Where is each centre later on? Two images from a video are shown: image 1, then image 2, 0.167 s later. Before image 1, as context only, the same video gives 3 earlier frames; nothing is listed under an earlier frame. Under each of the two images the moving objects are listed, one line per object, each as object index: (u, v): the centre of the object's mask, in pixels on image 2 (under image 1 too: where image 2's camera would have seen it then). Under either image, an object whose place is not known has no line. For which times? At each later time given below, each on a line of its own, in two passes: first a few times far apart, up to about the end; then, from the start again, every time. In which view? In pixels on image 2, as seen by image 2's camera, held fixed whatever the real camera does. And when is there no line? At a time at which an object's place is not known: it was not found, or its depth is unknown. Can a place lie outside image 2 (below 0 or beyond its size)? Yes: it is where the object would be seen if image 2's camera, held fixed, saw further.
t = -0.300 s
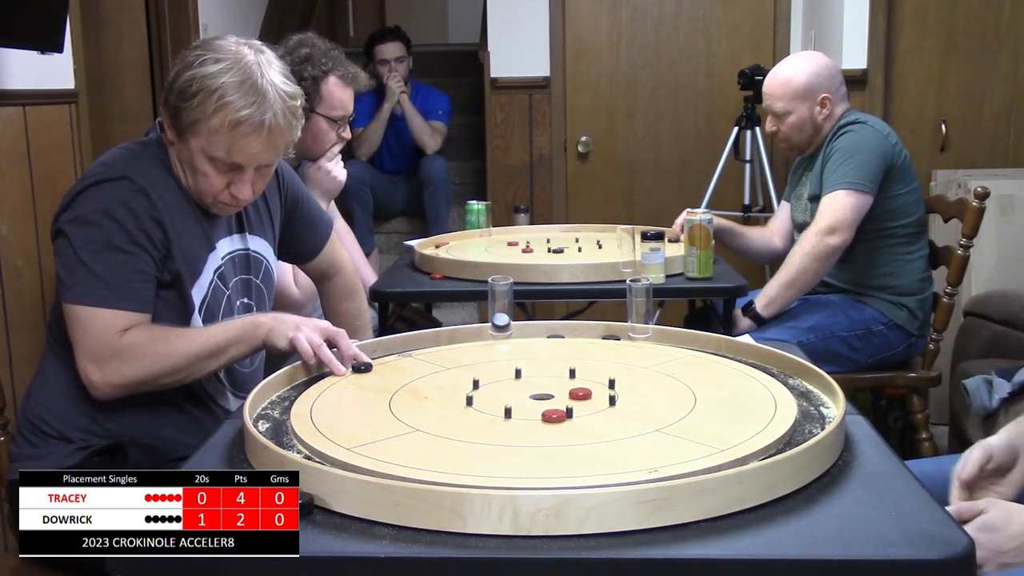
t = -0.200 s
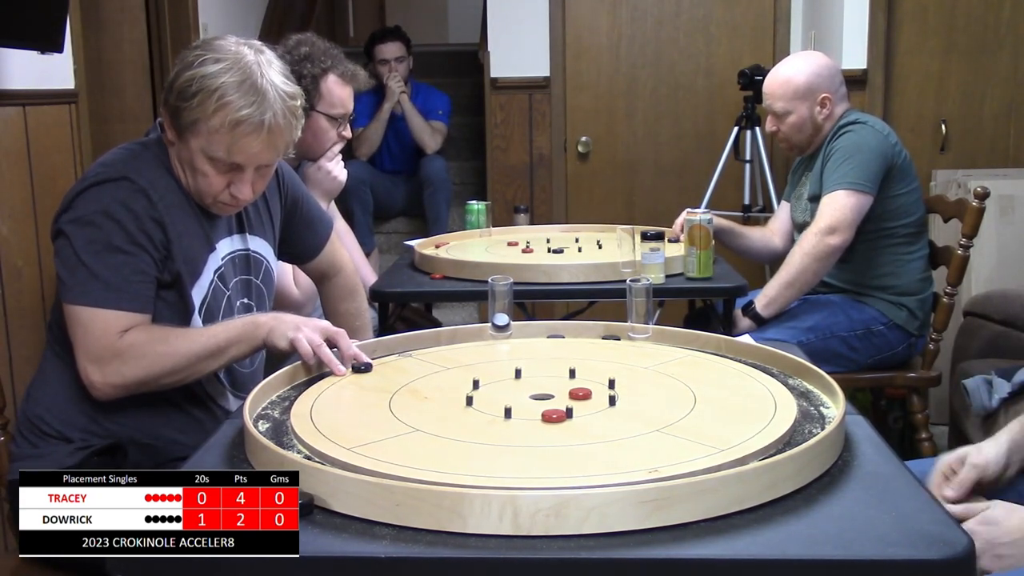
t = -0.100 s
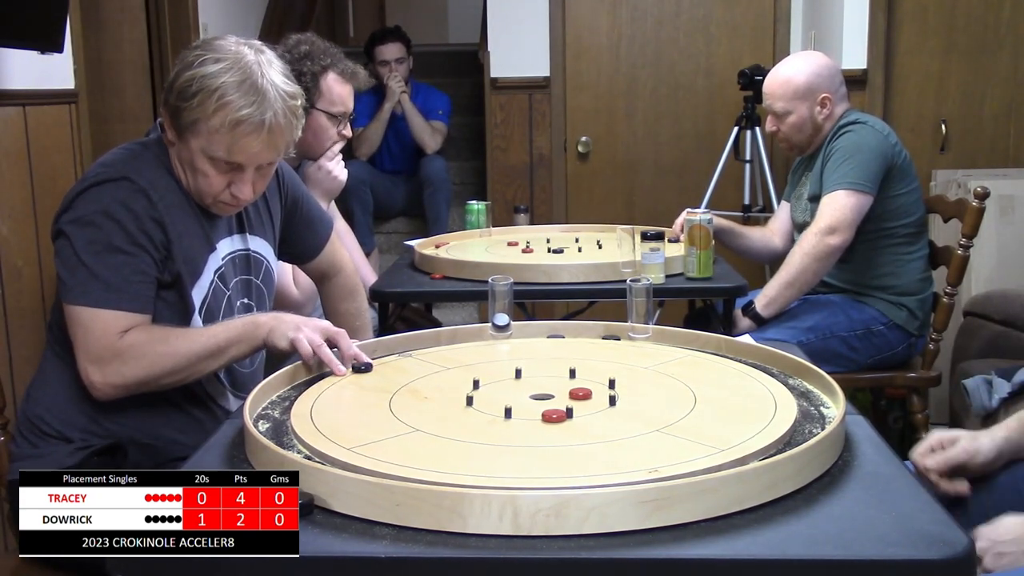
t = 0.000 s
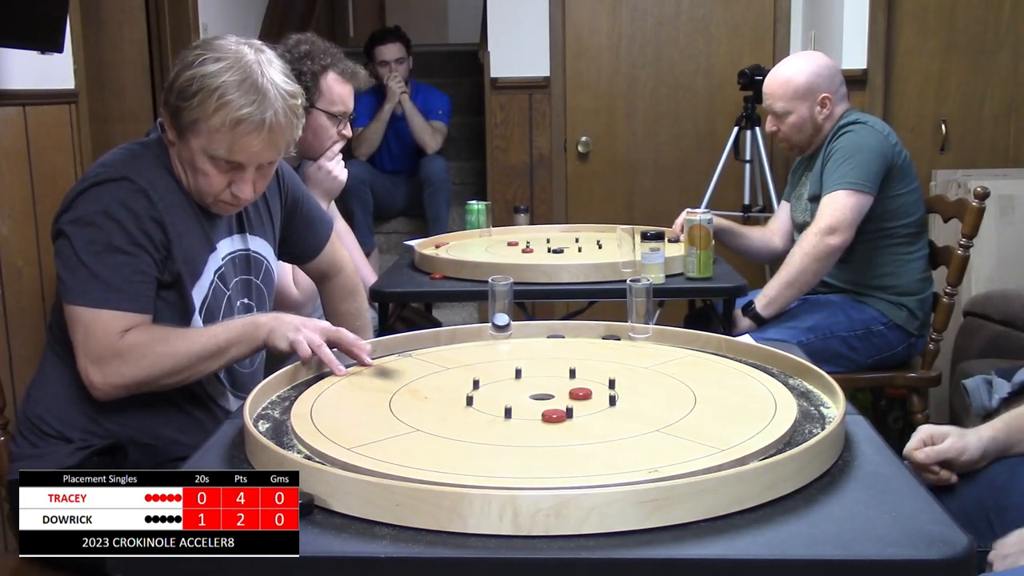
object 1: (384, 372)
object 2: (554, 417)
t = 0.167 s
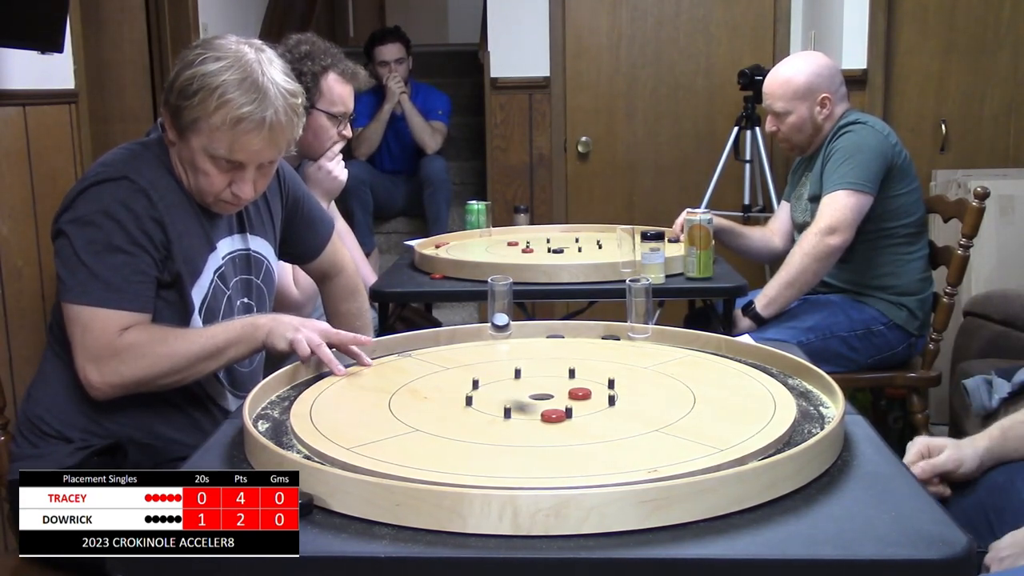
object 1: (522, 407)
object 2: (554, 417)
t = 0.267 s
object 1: (549, 410)
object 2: (561, 435)
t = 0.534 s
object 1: (555, 409)
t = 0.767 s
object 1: (555, 410)
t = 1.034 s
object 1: (555, 410)
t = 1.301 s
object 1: (555, 410)
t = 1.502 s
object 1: (555, 410)
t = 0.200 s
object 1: (539, 410)
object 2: (555, 419)
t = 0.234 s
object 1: (544, 410)
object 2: (558, 427)
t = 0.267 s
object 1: (549, 410)
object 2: (561, 435)
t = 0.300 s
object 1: (552, 409)
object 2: (563, 442)
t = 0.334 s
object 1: (554, 409)
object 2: (566, 450)
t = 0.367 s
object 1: (555, 409)
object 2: (568, 458)
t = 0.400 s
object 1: (555, 409)
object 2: (571, 465)
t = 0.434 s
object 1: (555, 409)
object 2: (573, 471)
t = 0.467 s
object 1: (555, 409)
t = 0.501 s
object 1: (555, 409)
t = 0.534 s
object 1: (555, 409)
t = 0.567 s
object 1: (555, 410)
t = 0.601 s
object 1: (555, 410)
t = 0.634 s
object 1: (555, 410)
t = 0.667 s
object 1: (555, 410)
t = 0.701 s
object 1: (555, 410)
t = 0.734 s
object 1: (555, 410)
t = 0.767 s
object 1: (555, 410)
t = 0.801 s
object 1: (555, 410)
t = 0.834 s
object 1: (555, 410)
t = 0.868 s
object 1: (555, 410)
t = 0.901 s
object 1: (555, 410)
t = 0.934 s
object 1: (555, 410)
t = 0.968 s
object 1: (555, 410)
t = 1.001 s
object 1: (555, 410)
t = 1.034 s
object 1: (555, 410)
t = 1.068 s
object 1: (555, 410)
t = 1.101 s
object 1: (555, 410)
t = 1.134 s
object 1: (555, 410)
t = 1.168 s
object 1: (555, 410)
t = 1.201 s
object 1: (555, 410)
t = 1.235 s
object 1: (555, 410)
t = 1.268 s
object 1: (555, 410)
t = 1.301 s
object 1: (555, 410)
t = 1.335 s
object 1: (555, 410)
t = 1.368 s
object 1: (555, 410)
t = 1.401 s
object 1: (555, 410)
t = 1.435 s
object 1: (555, 410)
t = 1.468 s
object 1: (555, 410)
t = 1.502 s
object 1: (555, 410)
